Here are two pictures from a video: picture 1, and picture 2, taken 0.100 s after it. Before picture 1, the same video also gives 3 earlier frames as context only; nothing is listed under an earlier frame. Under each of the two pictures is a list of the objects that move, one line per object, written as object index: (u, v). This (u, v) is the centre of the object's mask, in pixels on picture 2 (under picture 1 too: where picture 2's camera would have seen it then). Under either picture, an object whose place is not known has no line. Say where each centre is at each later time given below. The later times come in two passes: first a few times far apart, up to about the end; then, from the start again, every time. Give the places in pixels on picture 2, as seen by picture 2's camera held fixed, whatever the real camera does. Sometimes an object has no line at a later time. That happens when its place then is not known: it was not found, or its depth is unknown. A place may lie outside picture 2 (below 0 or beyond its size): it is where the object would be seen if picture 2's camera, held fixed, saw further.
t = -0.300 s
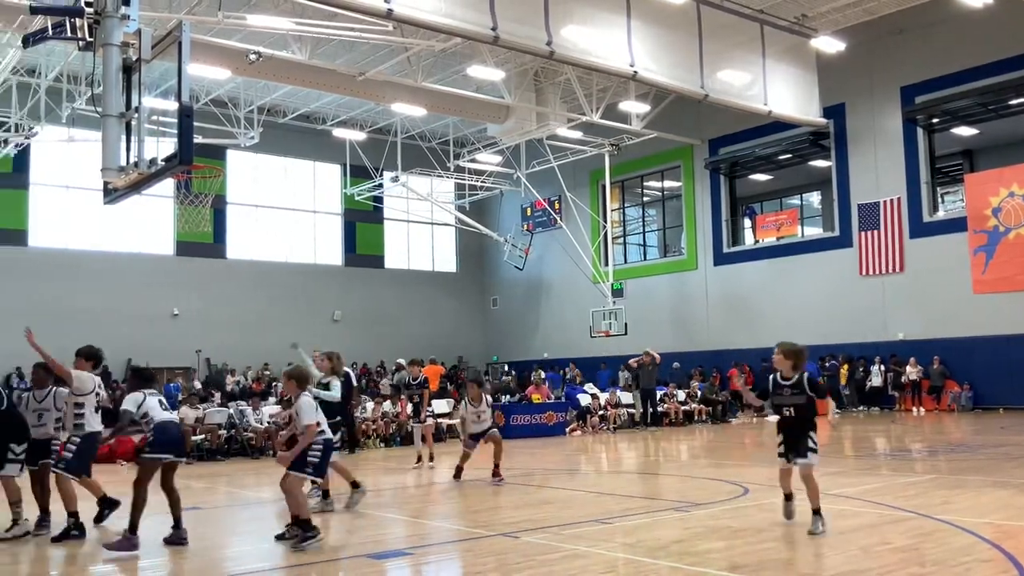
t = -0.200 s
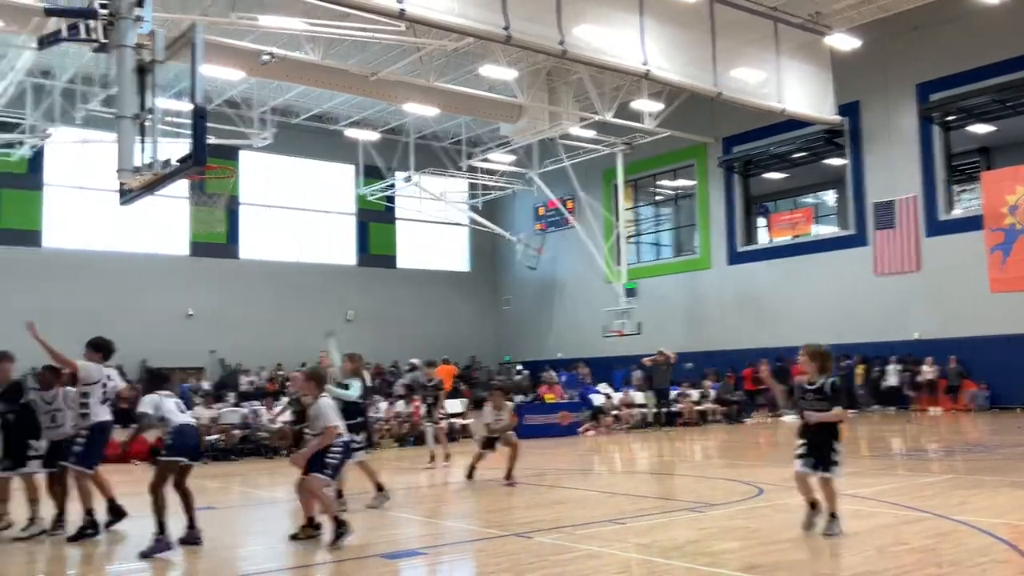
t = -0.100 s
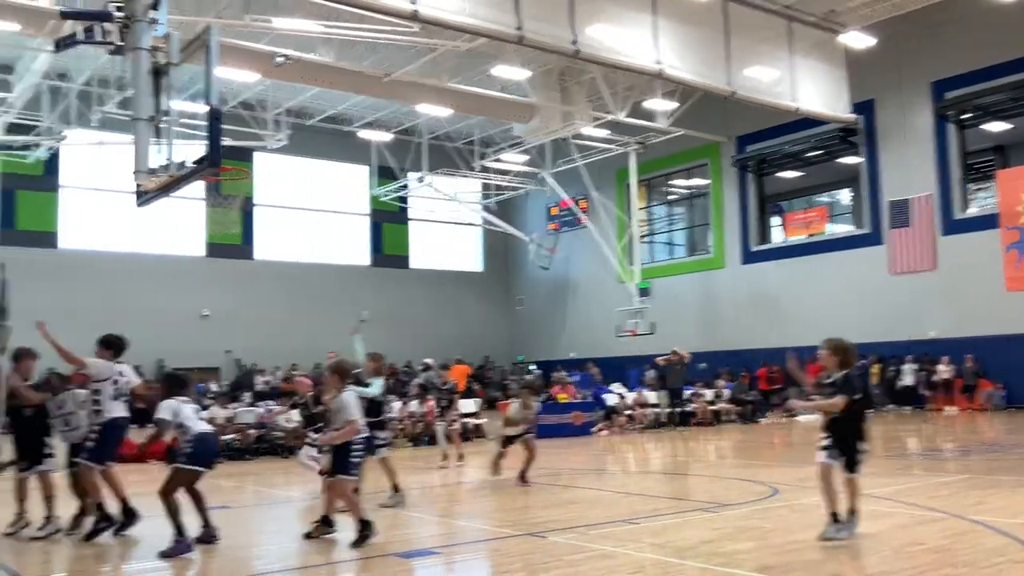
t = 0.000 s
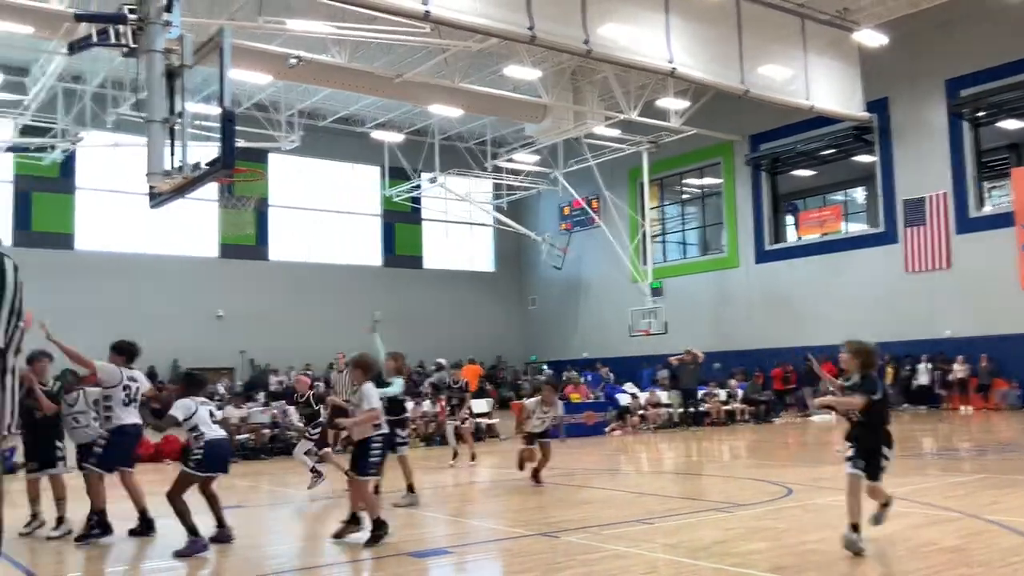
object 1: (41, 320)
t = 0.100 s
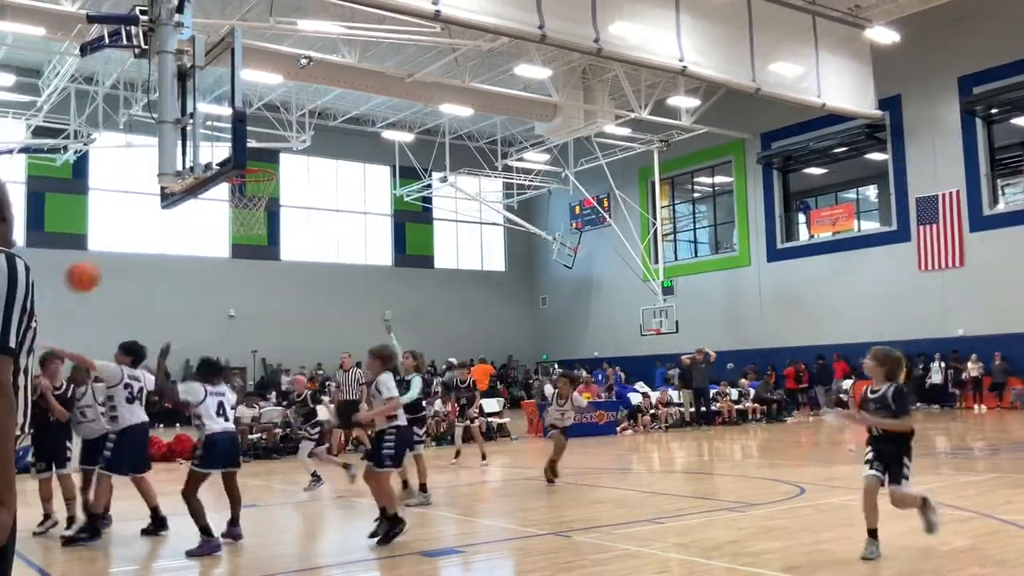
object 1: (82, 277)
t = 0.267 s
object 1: (183, 225)
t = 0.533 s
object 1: (378, 214)
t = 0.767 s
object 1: (603, 308)
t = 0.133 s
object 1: (101, 265)
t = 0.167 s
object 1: (121, 255)
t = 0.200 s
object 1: (140, 243)
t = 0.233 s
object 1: (161, 233)
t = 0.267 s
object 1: (183, 225)
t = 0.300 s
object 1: (204, 218)
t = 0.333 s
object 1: (230, 213)
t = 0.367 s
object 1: (251, 208)
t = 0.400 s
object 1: (272, 206)
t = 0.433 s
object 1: (299, 206)
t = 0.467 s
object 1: (324, 207)
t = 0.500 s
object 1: (350, 209)
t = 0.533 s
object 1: (378, 214)
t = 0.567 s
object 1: (408, 220)
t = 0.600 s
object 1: (432, 227)
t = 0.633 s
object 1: (465, 239)
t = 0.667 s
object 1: (502, 252)
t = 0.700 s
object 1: (532, 267)
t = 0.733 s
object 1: (566, 286)
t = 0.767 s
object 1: (603, 308)
